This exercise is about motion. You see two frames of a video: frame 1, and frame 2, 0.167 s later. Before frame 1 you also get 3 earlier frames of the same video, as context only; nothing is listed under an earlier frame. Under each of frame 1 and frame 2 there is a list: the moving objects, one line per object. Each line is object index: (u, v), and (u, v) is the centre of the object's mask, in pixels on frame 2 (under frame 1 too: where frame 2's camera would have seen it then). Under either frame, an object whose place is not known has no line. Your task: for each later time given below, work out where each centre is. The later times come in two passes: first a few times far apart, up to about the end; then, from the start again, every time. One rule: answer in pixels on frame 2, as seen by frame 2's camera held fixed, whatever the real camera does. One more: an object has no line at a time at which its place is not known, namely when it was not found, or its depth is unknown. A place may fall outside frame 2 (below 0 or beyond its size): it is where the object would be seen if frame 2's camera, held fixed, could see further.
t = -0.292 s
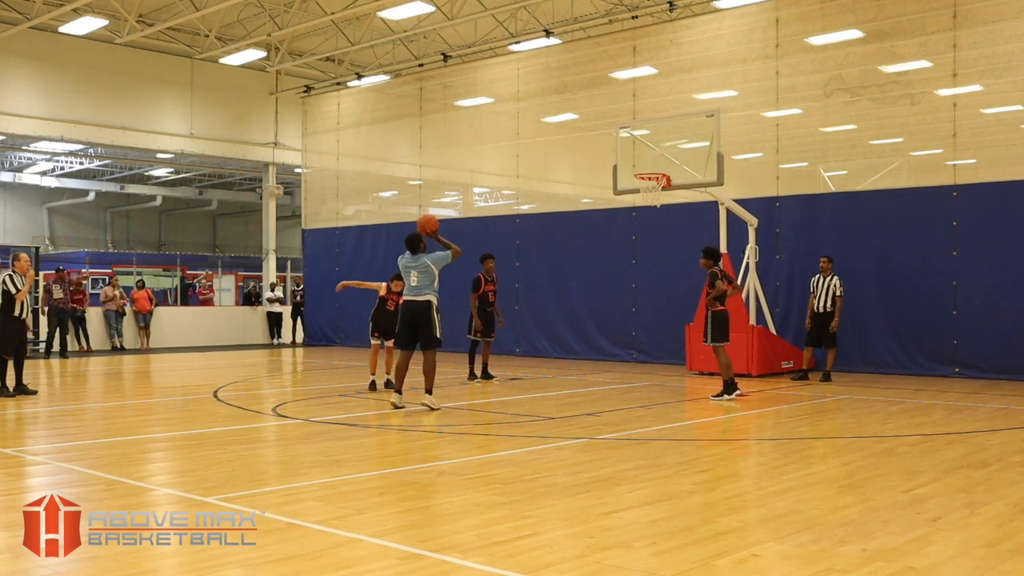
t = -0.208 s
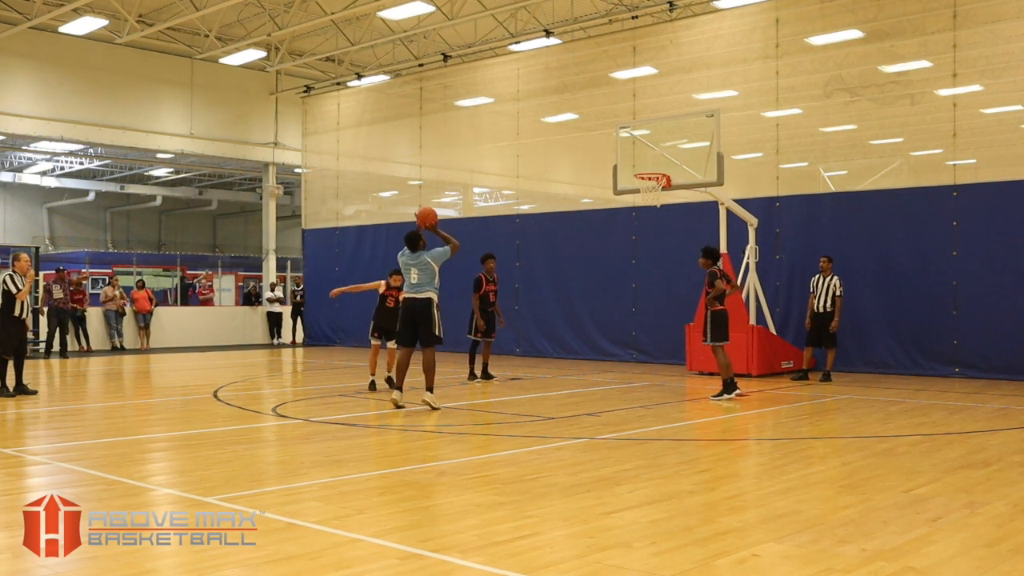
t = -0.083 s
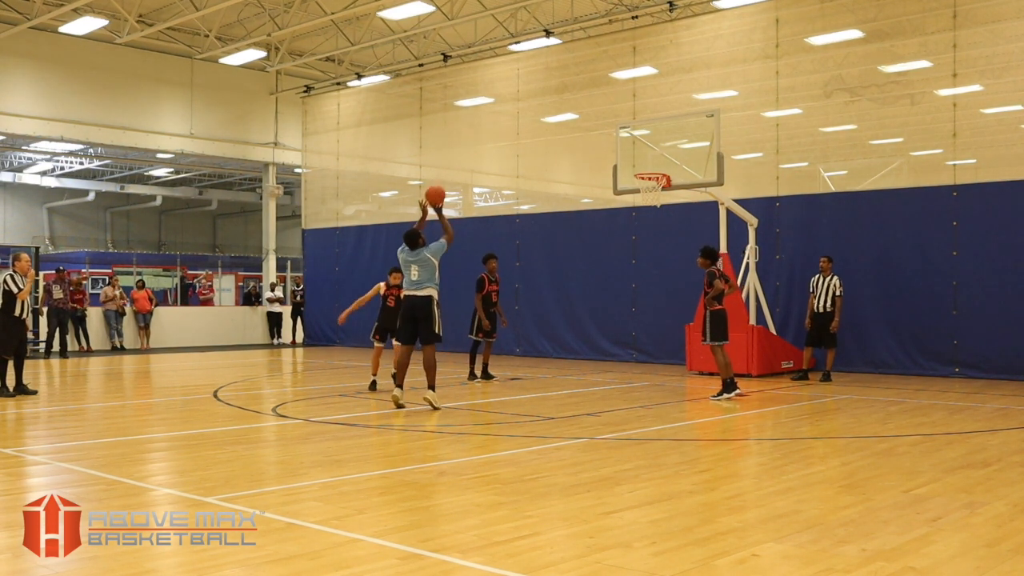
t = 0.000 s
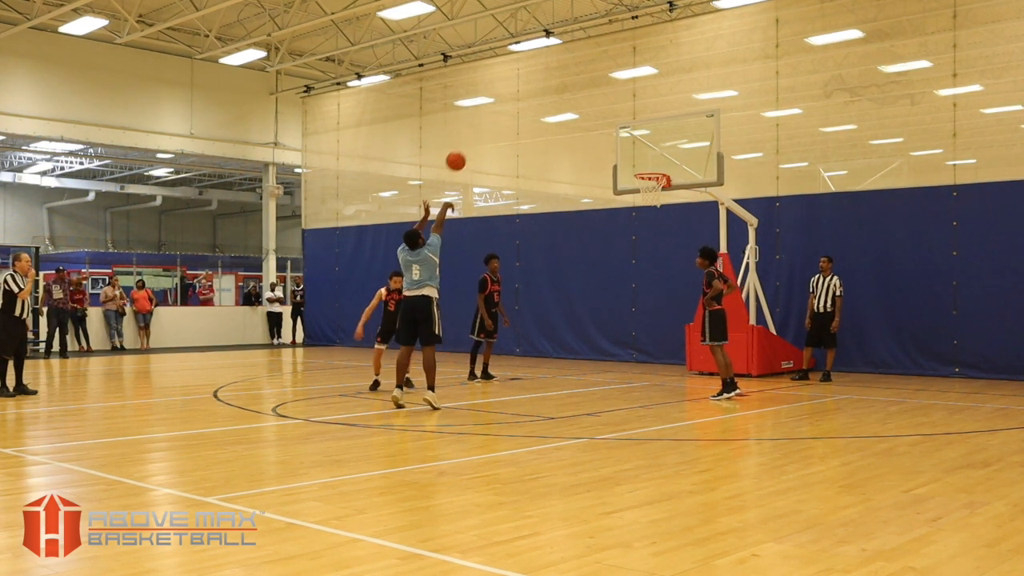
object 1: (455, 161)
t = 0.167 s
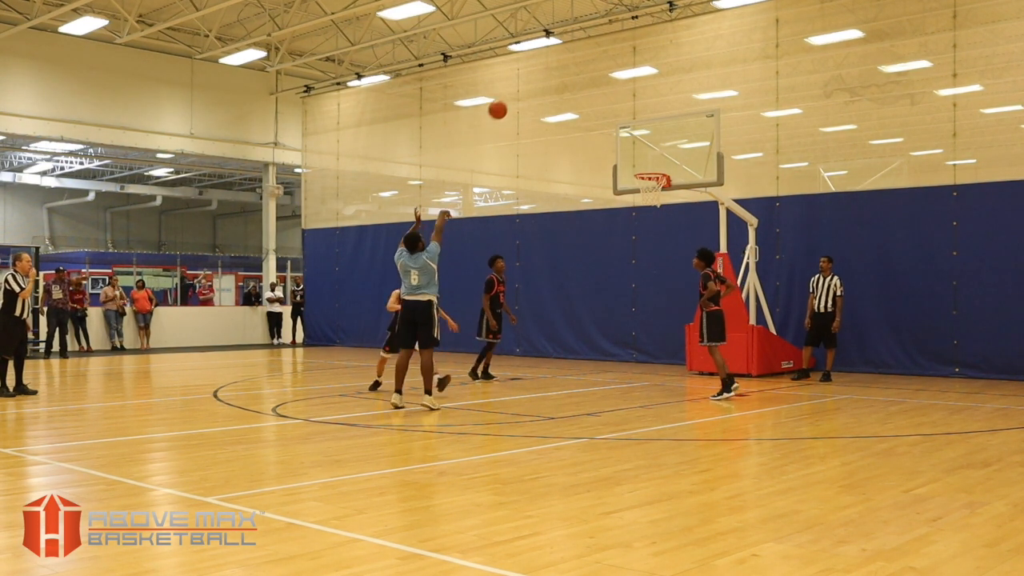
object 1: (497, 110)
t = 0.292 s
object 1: (527, 88)
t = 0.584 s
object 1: (587, 84)
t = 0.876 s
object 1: (640, 139)
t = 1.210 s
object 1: (658, 114)
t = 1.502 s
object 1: (658, 88)
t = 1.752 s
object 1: (659, 110)
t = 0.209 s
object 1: (507, 101)
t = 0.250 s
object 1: (517, 94)
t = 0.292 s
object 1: (527, 88)
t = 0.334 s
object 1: (536, 84)
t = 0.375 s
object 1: (545, 81)
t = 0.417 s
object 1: (554, 79)
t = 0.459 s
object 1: (562, 78)
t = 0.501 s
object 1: (571, 79)
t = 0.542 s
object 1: (579, 81)
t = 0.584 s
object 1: (587, 84)
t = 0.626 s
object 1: (595, 89)
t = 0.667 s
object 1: (603, 95)
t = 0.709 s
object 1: (610, 101)
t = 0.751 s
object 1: (618, 109)
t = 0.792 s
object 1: (625, 118)
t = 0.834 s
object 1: (632, 128)
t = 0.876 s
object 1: (640, 139)
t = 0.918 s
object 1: (646, 150)
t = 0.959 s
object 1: (653, 163)
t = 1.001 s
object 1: (657, 166)
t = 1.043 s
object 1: (657, 153)
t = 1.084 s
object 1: (657, 142)
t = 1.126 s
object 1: (657, 131)
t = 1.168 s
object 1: (657, 122)
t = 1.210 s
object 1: (658, 114)
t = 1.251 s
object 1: (658, 107)
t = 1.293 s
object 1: (658, 101)
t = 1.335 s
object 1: (658, 96)
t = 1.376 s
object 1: (658, 92)
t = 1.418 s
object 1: (658, 89)
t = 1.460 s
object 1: (658, 88)
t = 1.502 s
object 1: (658, 88)
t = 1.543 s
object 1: (658, 88)
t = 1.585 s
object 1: (659, 90)
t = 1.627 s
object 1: (659, 93)
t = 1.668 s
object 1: (659, 98)
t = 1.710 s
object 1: (659, 103)
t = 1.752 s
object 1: (659, 110)
